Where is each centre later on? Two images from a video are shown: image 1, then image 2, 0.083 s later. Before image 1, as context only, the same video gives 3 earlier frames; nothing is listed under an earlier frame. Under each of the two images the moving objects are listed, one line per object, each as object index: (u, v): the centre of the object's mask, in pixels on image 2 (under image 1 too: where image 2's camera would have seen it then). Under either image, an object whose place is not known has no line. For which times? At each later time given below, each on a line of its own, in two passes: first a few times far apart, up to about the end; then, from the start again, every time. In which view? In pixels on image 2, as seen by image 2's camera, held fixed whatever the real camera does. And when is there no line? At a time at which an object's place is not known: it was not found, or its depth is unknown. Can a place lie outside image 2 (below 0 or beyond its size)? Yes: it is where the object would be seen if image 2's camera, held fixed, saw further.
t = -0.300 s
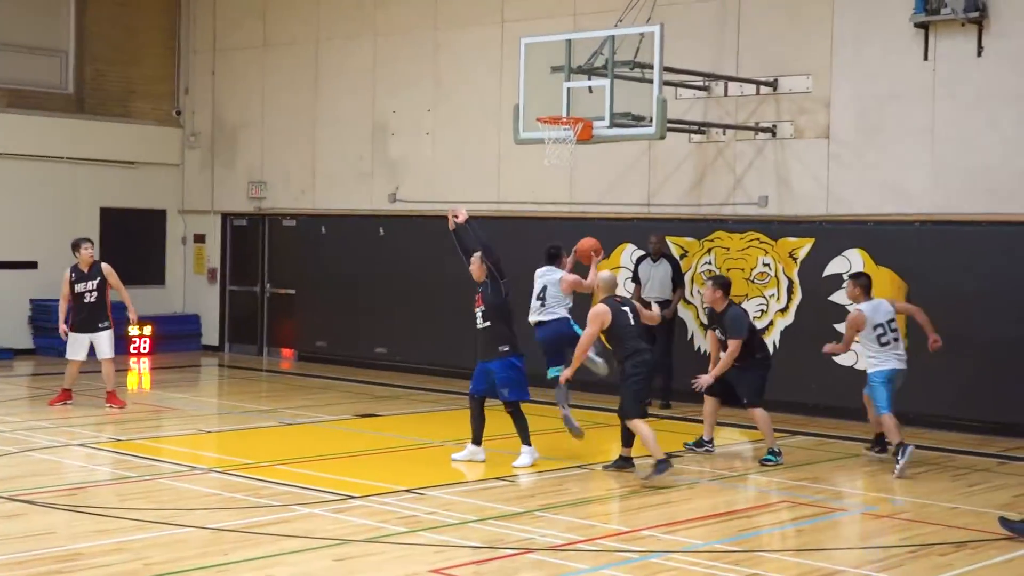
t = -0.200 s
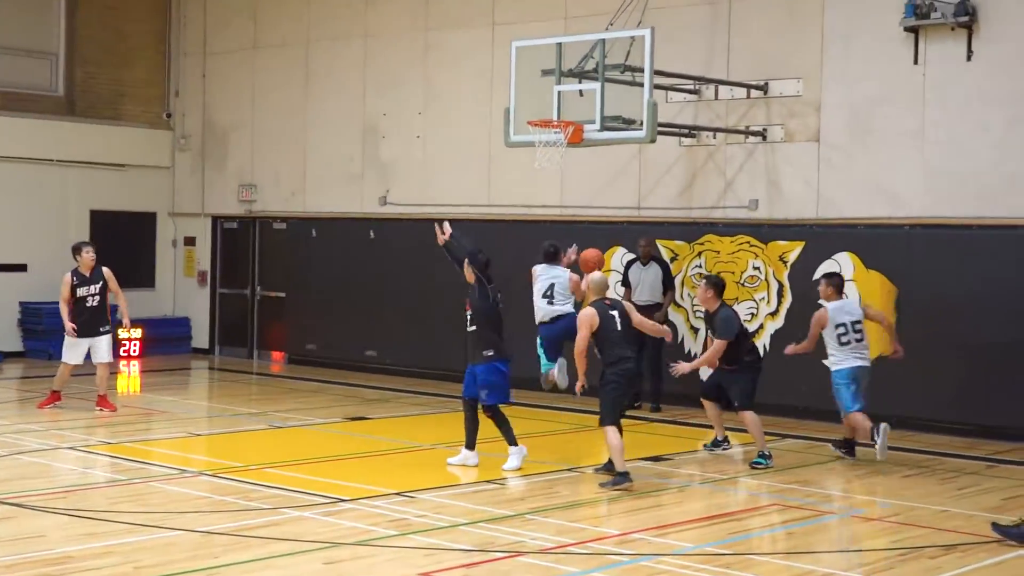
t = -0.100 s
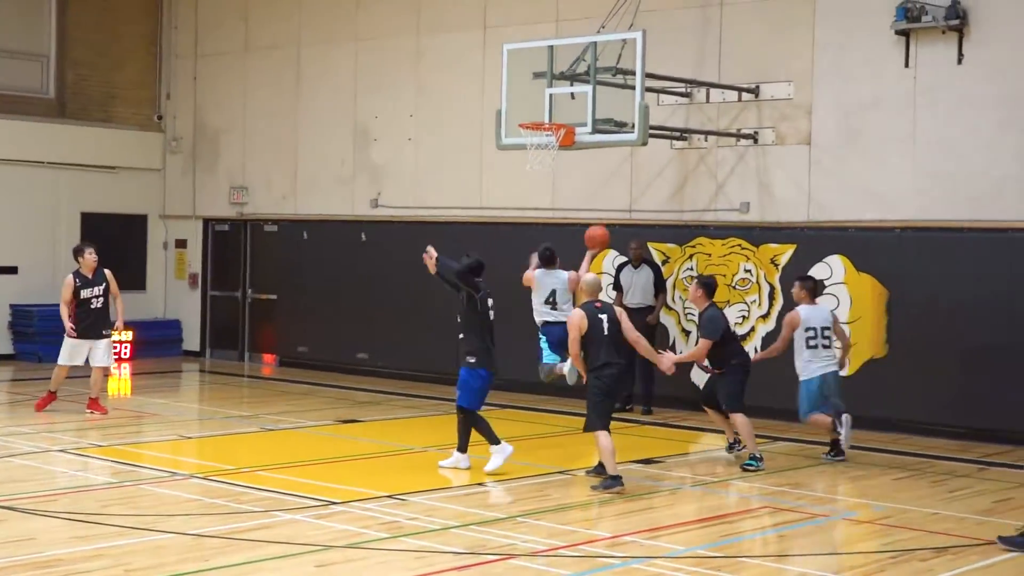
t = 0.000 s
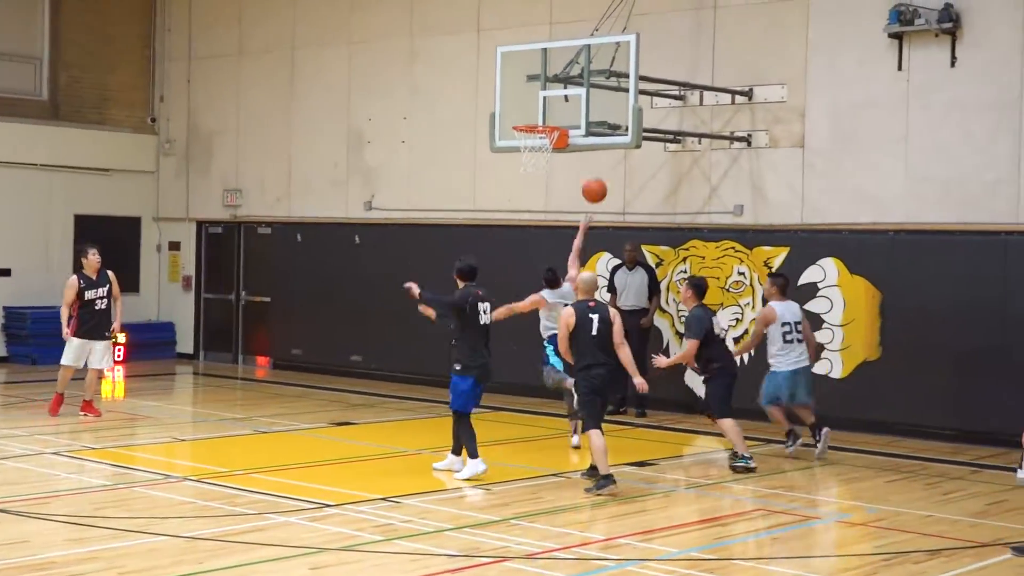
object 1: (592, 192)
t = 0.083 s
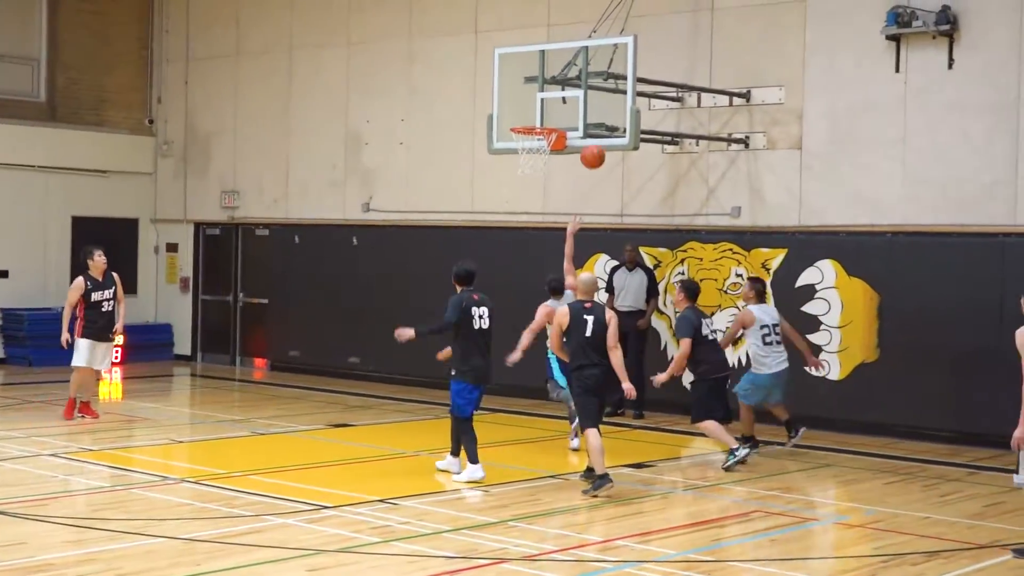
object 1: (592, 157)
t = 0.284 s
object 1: (593, 101)
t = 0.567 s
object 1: (550, 101)
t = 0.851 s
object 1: (532, 113)
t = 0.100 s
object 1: (593, 150)
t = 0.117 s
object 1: (592, 144)
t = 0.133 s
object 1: (593, 139)
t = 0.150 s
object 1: (593, 133)
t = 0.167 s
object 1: (593, 128)
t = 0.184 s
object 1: (593, 123)
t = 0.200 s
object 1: (593, 119)
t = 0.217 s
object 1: (593, 115)
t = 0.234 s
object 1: (593, 112)
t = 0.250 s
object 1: (593, 108)
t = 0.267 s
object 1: (593, 104)
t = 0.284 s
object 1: (593, 101)
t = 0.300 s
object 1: (591, 99)
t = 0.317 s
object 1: (589, 97)
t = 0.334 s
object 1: (586, 96)
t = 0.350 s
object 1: (584, 94)
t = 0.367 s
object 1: (581, 93)
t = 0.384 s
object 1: (578, 92)
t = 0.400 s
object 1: (576, 92)
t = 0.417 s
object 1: (574, 91)
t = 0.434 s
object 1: (571, 91)
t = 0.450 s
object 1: (568, 91)
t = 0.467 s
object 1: (566, 92)
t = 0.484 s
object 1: (563, 93)
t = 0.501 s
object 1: (560, 94)
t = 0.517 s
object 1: (558, 95)
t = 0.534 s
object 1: (555, 97)
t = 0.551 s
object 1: (553, 99)
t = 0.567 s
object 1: (550, 101)
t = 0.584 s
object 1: (548, 103)
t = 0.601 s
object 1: (545, 107)
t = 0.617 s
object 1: (542, 109)
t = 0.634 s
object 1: (539, 113)
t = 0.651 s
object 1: (537, 116)
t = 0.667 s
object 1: (537, 115)
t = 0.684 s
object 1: (536, 113)
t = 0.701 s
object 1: (536, 112)
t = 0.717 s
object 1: (535, 111)
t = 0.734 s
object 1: (535, 110)
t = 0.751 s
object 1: (535, 110)
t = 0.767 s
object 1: (535, 110)
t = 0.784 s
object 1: (534, 110)
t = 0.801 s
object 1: (534, 110)
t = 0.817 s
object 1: (533, 110)
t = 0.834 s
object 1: (533, 112)
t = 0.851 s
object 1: (532, 113)
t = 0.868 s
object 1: (532, 114)
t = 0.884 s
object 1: (531, 116)
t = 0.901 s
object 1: (531, 117)
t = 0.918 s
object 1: (531, 118)
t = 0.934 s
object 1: (530, 120)
